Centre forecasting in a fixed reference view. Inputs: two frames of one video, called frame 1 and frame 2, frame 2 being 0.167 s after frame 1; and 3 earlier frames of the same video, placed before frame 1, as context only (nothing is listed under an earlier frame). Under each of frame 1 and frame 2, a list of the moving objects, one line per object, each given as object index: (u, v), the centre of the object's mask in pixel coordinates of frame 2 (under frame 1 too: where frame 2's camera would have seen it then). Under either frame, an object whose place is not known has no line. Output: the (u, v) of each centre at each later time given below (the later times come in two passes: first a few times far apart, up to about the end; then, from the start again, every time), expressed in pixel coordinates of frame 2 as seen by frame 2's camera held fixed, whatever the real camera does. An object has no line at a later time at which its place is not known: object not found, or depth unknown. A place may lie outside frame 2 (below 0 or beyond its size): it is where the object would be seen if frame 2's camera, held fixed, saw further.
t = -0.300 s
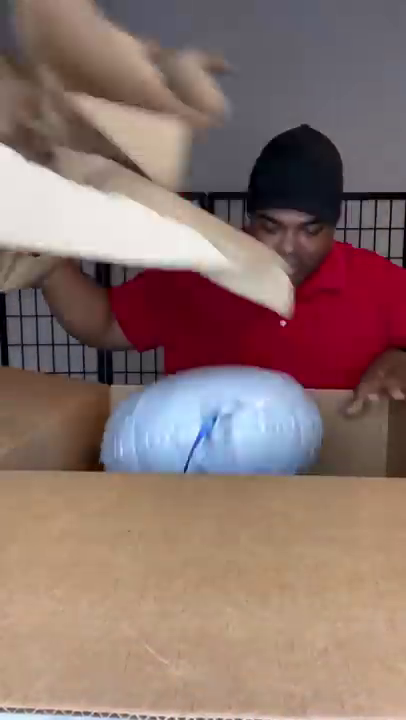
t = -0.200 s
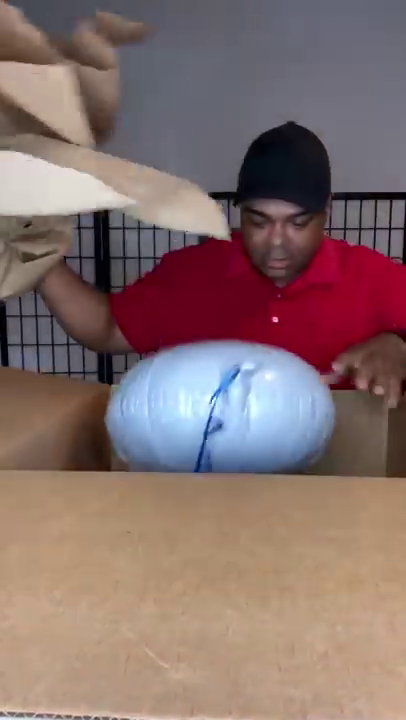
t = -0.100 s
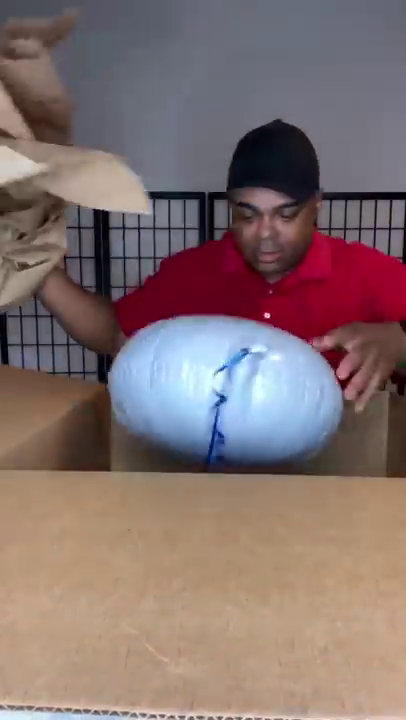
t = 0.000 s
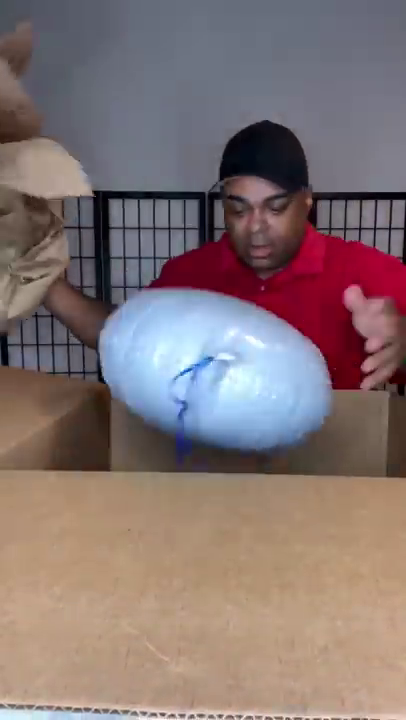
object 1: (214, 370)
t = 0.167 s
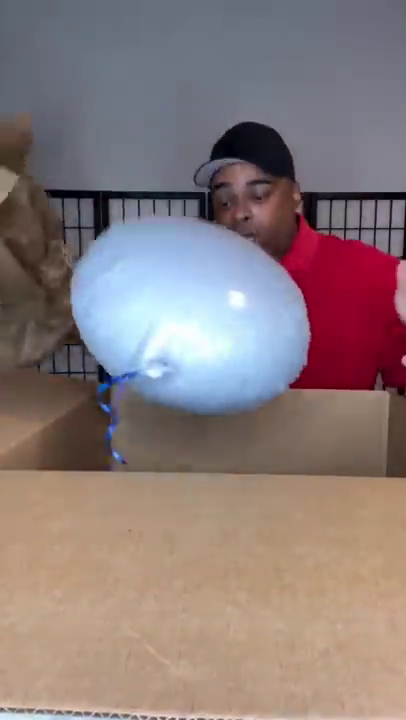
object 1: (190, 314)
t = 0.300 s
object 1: (173, 238)
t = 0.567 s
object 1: (147, 129)
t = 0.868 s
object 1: (116, 209)
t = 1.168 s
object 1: (86, 144)
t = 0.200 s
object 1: (185, 298)
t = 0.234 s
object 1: (181, 281)
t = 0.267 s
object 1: (177, 260)
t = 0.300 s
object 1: (173, 238)
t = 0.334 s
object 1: (170, 214)
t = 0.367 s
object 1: (167, 187)
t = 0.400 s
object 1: (165, 159)
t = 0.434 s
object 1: (162, 130)
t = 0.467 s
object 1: (160, 116)
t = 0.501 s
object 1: (157, 113)
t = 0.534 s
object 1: (152, 121)
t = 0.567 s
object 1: (147, 129)
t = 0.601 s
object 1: (142, 144)
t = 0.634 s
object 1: (139, 159)
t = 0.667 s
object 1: (135, 172)
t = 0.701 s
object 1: (131, 184)
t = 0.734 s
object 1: (128, 192)
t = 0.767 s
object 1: (125, 199)
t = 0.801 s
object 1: (122, 204)
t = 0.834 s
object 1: (119, 208)
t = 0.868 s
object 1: (116, 209)
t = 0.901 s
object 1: (114, 209)
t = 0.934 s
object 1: (111, 207)
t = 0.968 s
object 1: (108, 204)
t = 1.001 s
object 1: (105, 198)
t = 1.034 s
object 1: (102, 190)
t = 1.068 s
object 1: (98, 181)
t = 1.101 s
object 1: (94, 170)
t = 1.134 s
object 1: (90, 156)
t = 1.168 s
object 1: (86, 144)
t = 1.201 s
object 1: (82, 133)
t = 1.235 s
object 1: (78, 122)
